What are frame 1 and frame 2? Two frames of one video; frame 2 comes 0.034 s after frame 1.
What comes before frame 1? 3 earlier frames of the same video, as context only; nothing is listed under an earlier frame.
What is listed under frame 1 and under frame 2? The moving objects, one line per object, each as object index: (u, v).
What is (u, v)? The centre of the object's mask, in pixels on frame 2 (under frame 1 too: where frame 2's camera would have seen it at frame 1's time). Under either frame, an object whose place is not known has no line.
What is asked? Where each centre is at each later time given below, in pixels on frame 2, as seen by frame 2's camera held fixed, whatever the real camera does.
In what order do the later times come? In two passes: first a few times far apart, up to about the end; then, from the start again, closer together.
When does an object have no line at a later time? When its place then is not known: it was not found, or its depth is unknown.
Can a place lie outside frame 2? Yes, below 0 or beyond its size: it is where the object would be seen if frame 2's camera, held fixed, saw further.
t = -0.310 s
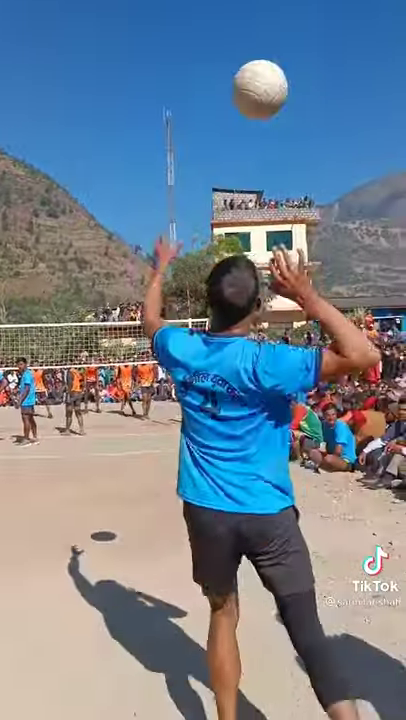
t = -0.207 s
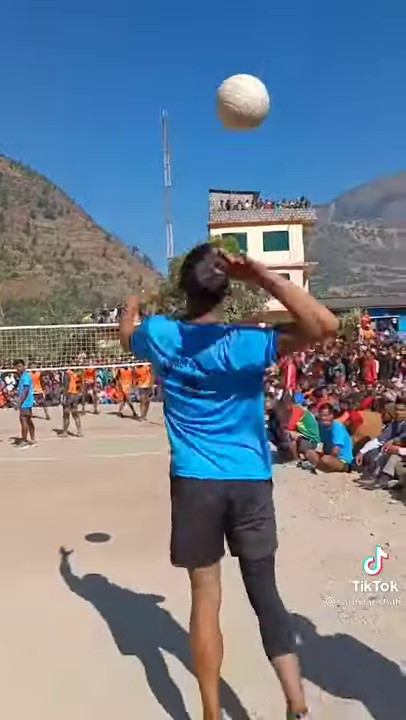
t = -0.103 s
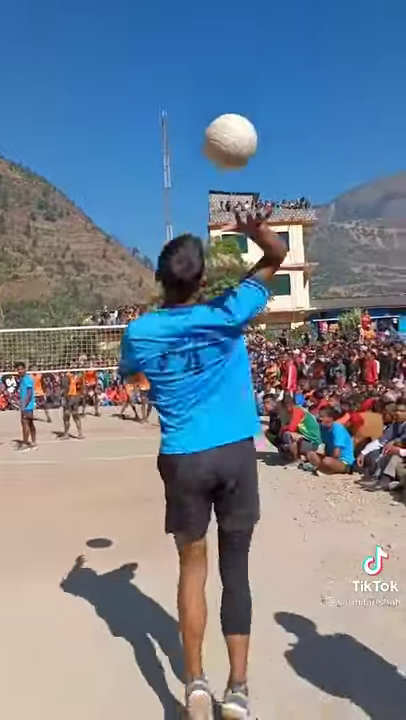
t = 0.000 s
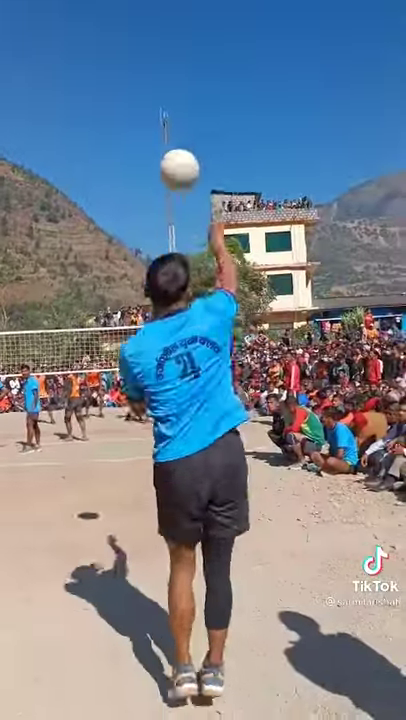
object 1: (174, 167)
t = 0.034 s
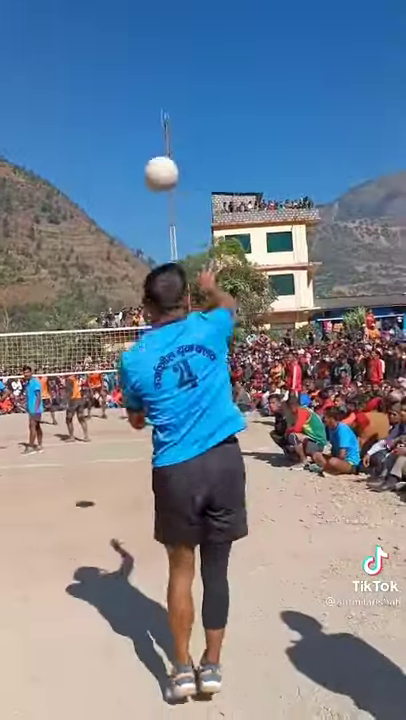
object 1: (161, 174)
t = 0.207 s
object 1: (116, 205)
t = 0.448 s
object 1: (79, 243)
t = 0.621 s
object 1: (67, 284)
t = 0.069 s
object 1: (148, 180)
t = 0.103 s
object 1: (139, 186)
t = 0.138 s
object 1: (128, 193)
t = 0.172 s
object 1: (121, 199)
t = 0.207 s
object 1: (116, 205)
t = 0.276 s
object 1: (104, 215)
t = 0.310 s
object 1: (100, 221)
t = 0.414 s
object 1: (84, 237)
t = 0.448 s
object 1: (79, 243)
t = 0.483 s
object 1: (78, 251)
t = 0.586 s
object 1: (68, 278)
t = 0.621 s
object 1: (67, 284)
